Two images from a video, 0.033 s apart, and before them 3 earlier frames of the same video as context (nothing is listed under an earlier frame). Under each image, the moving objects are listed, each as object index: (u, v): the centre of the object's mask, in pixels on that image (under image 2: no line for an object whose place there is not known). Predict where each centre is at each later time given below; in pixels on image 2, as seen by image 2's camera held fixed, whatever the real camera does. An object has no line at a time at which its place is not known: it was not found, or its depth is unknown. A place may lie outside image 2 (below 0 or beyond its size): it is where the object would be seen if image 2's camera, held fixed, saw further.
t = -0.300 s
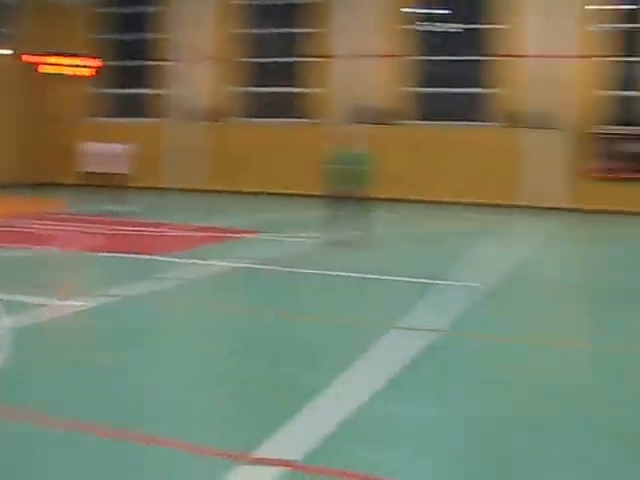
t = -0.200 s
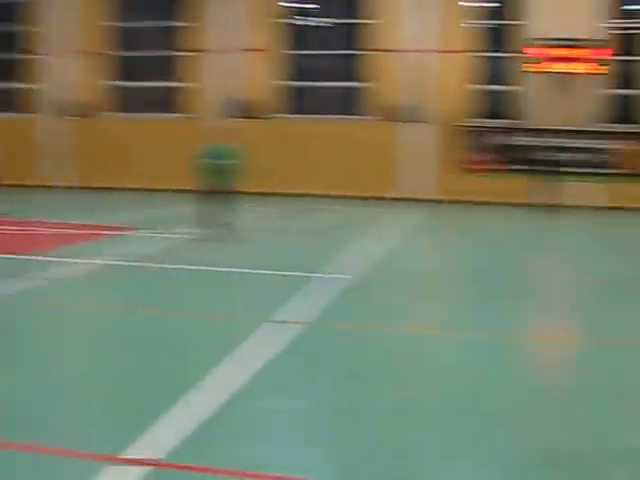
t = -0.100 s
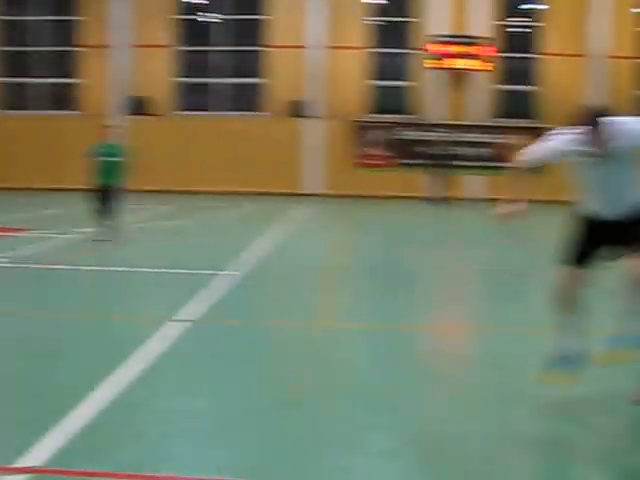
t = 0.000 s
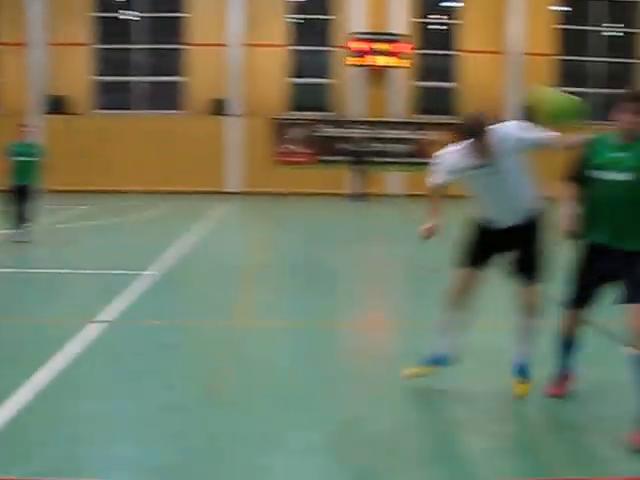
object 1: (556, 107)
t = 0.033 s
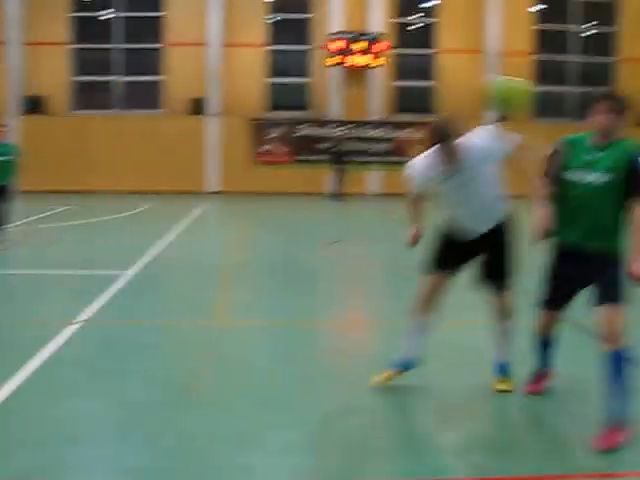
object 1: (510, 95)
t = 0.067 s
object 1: (481, 83)
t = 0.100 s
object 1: (450, 73)
